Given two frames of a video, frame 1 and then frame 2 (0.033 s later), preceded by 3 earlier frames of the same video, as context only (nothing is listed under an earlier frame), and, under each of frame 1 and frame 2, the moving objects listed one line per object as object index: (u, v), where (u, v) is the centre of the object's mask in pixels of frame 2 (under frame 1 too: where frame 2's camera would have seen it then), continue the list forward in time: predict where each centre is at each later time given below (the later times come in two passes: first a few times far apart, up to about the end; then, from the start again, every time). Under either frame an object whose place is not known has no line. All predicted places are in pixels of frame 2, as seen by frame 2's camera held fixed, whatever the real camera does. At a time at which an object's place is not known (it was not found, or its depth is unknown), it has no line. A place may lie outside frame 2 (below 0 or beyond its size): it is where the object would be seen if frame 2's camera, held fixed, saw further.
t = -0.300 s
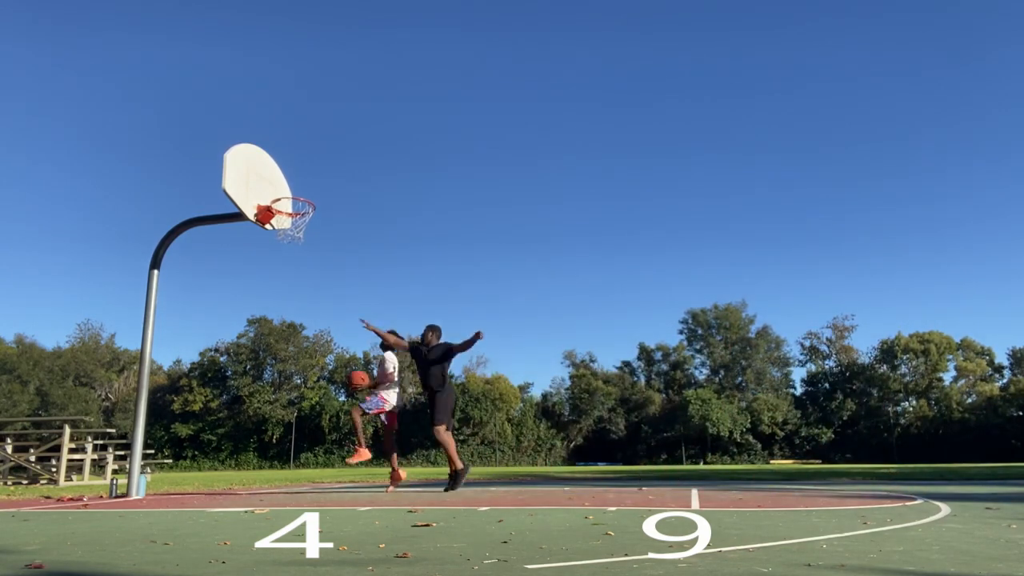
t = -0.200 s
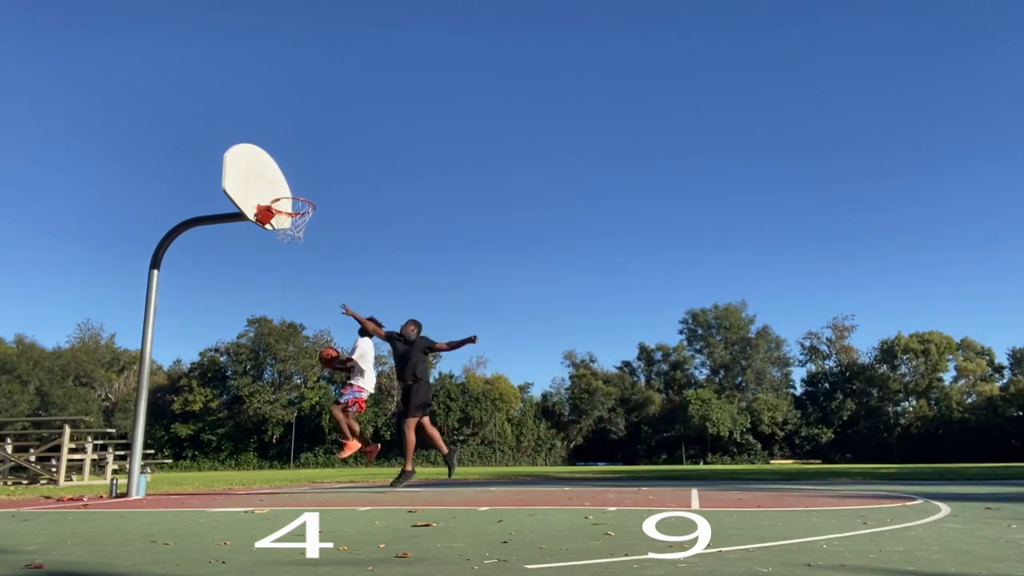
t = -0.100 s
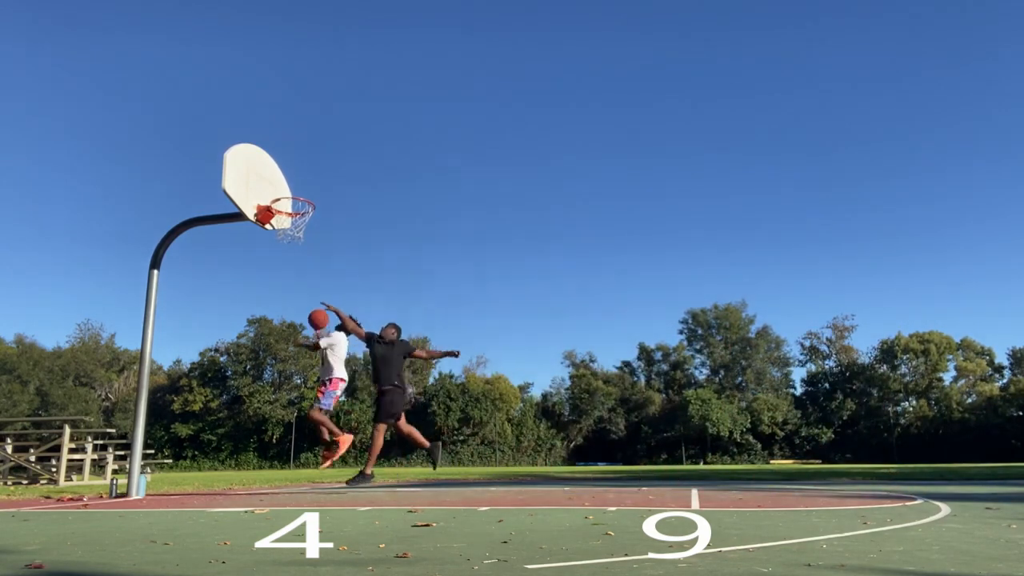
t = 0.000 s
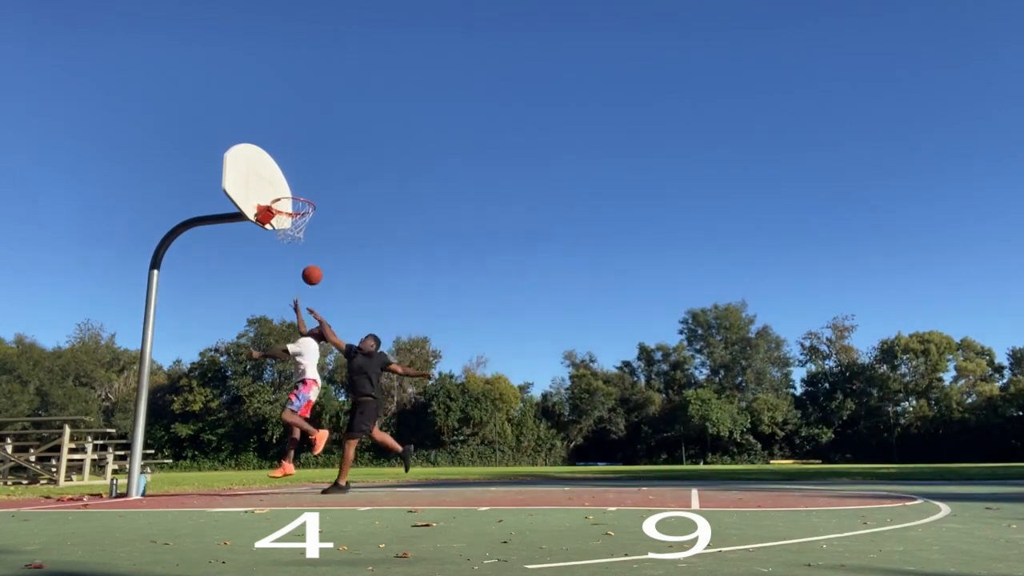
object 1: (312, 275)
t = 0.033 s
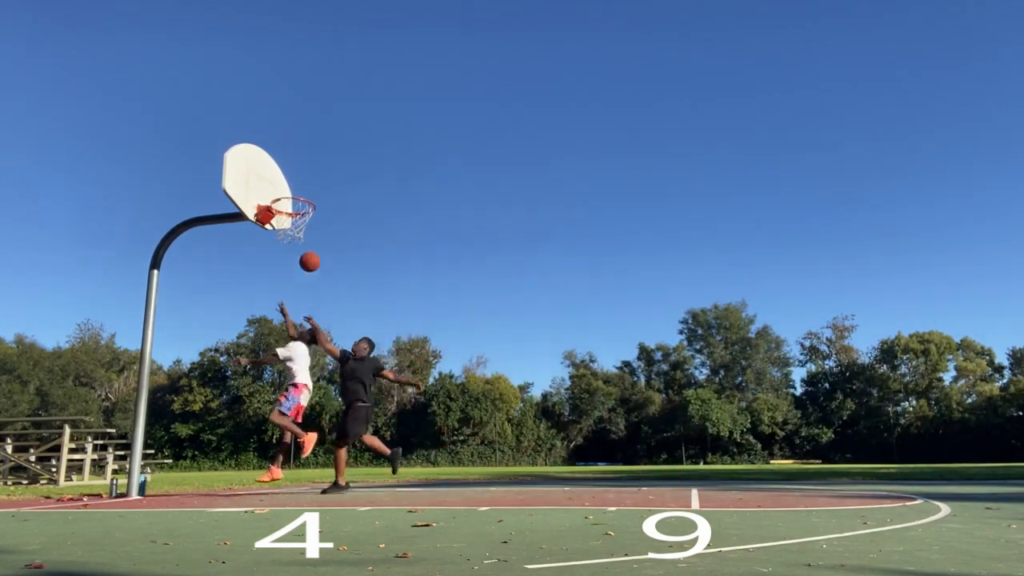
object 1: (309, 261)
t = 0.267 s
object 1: (291, 193)
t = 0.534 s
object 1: (285, 176)
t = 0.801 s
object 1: (285, 213)
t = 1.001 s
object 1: (303, 267)
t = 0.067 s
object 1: (307, 249)
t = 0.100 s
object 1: (305, 238)
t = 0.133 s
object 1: (302, 227)
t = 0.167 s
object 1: (300, 218)
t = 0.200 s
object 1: (296, 208)
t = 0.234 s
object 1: (293, 200)
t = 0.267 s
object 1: (291, 193)
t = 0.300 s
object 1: (287, 187)
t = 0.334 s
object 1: (287, 183)
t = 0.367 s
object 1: (286, 180)
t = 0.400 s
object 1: (286, 177)
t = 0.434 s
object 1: (286, 175)
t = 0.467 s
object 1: (286, 175)
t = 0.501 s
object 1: (286, 175)
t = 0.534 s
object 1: (285, 176)
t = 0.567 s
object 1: (285, 178)
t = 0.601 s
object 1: (285, 180)
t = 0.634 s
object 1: (284, 184)
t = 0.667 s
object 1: (283, 189)
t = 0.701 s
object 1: (283, 194)
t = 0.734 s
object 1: (283, 200)
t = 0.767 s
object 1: (283, 207)
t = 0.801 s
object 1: (285, 213)
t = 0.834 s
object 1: (289, 220)
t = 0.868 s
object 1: (292, 228)
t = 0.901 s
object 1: (295, 237)
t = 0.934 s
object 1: (297, 245)
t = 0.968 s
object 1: (300, 256)
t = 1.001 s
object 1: (303, 267)
